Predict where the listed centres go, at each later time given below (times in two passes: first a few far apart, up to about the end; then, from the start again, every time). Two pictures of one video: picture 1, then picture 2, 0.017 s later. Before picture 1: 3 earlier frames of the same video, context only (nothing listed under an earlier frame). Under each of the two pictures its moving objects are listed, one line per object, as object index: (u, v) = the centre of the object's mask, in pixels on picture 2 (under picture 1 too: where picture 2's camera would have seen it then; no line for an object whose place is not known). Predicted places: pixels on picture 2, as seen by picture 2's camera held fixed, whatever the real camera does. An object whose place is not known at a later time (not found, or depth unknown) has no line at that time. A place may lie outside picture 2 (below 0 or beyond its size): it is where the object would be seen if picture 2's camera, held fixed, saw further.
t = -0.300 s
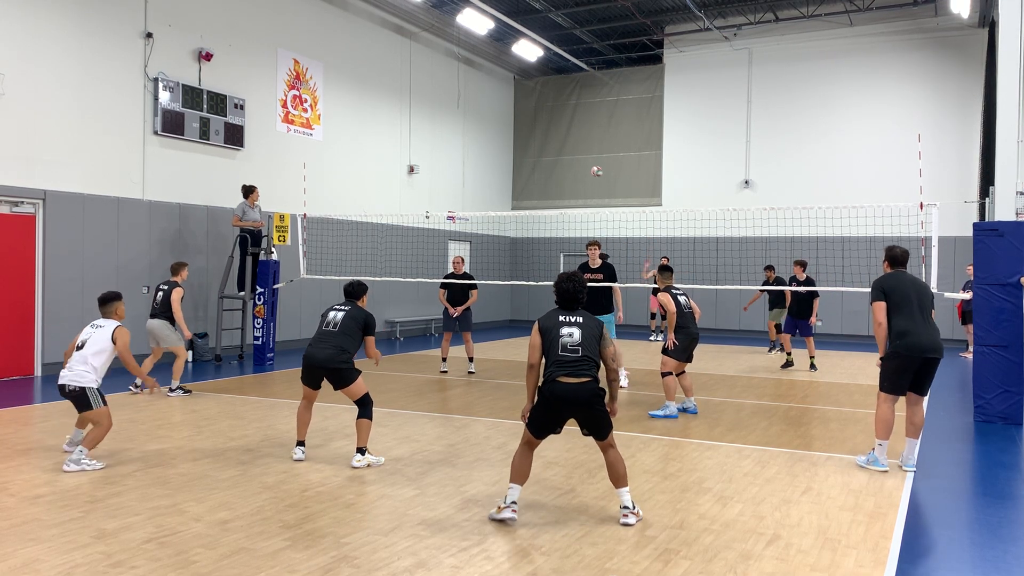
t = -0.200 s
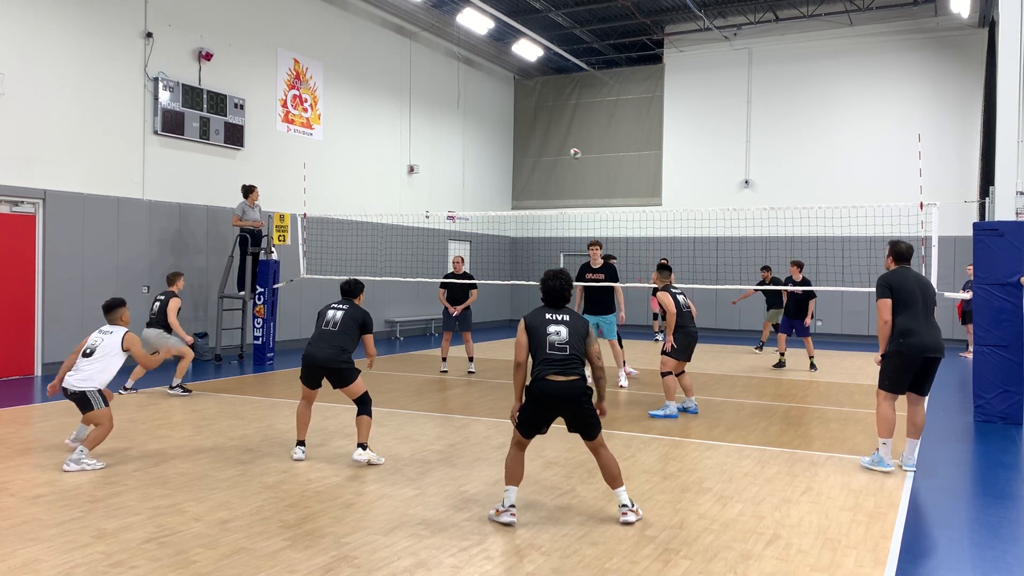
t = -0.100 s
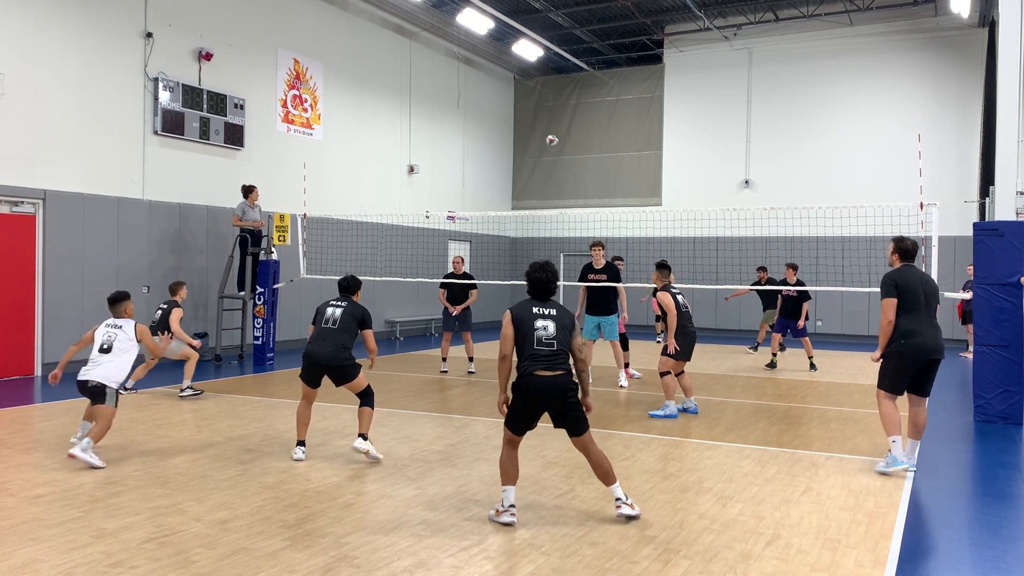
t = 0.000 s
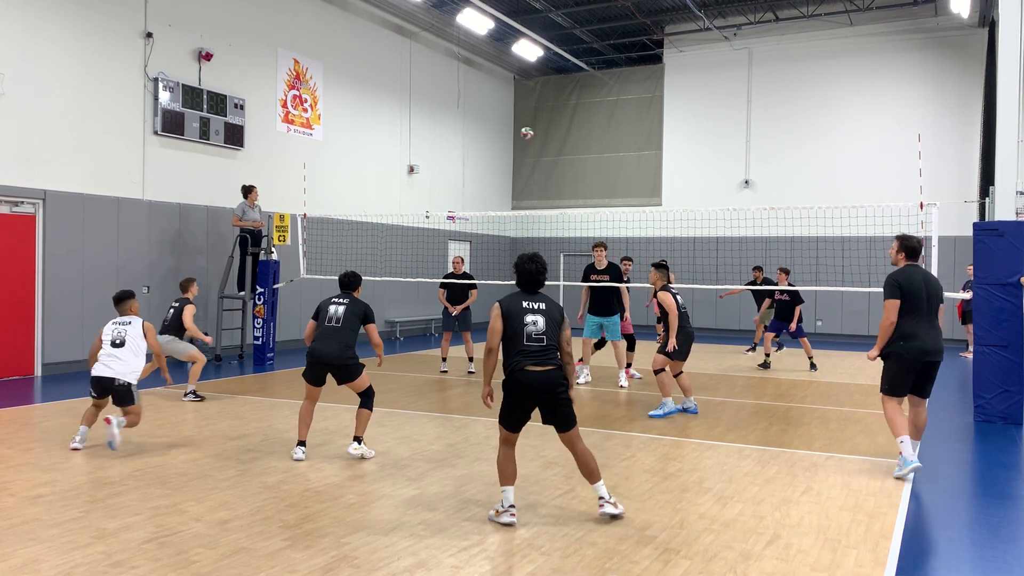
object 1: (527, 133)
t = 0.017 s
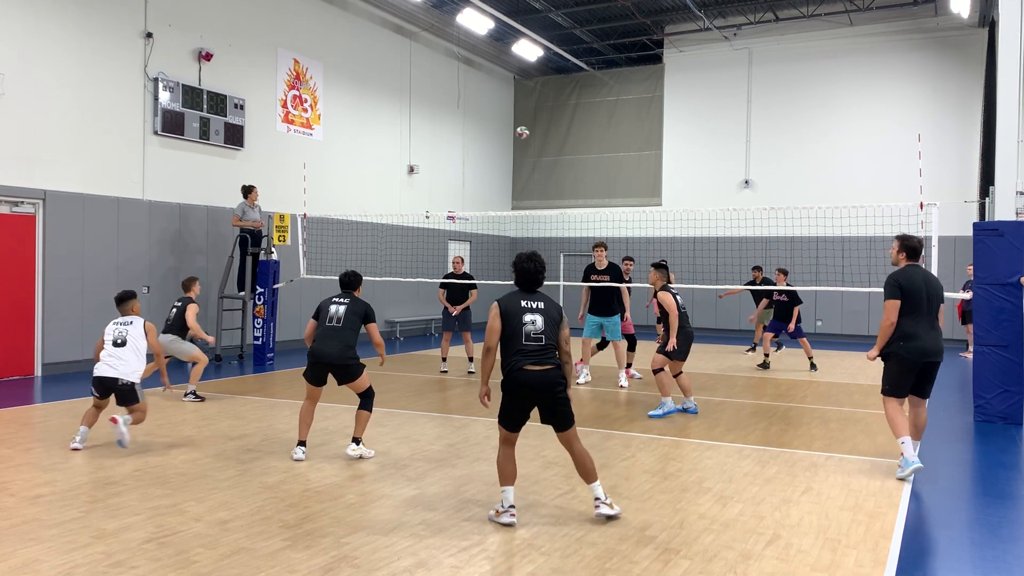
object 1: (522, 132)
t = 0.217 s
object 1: (462, 138)
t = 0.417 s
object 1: (390, 173)
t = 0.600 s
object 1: (312, 237)
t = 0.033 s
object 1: (518, 131)
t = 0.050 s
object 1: (513, 131)
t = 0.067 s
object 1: (508, 131)
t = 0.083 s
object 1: (504, 131)
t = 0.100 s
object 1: (499, 131)
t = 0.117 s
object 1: (494, 132)
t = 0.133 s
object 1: (489, 132)
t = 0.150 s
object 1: (484, 133)
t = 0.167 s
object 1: (479, 134)
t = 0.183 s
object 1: (473, 135)
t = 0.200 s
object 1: (468, 137)
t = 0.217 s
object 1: (462, 138)
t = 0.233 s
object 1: (457, 140)
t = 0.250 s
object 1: (451, 141)
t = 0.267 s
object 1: (445, 144)
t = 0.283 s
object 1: (440, 146)
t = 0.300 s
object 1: (434, 149)
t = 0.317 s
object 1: (428, 151)
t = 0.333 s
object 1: (422, 154)
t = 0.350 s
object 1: (415, 158)
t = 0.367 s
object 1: (409, 161)
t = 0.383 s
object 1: (402, 165)
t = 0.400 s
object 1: (396, 169)
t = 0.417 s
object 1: (390, 173)
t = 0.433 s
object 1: (383, 177)
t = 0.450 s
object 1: (376, 182)
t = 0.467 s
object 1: (370, 187)
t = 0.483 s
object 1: (363, 193)
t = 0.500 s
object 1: (356, 198)
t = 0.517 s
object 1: (349, 204)
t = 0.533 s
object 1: (341, 210)
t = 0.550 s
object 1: (333, 216)
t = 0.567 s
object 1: (326, 223)
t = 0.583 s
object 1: (320, 230)
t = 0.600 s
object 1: (312, 237)
